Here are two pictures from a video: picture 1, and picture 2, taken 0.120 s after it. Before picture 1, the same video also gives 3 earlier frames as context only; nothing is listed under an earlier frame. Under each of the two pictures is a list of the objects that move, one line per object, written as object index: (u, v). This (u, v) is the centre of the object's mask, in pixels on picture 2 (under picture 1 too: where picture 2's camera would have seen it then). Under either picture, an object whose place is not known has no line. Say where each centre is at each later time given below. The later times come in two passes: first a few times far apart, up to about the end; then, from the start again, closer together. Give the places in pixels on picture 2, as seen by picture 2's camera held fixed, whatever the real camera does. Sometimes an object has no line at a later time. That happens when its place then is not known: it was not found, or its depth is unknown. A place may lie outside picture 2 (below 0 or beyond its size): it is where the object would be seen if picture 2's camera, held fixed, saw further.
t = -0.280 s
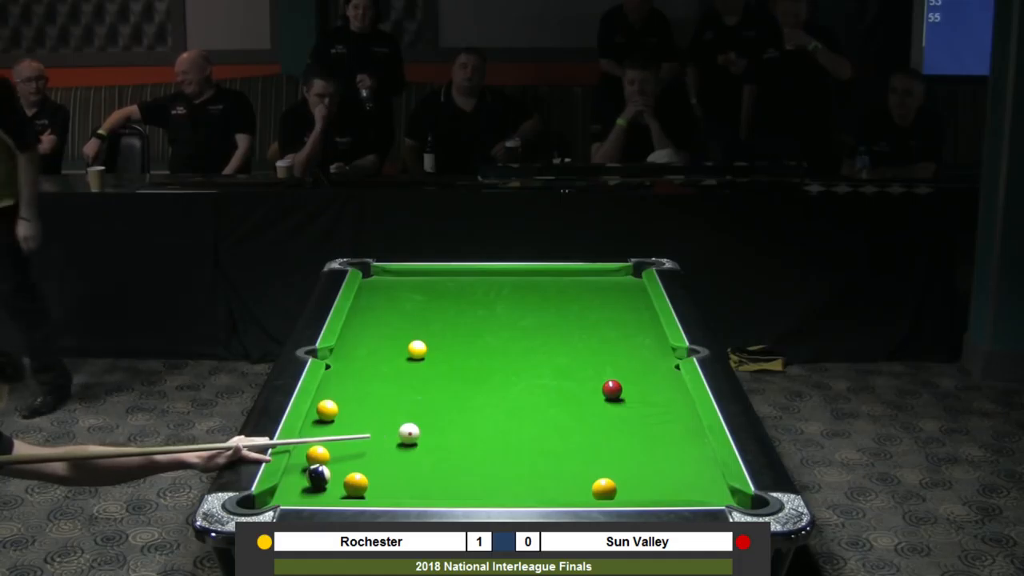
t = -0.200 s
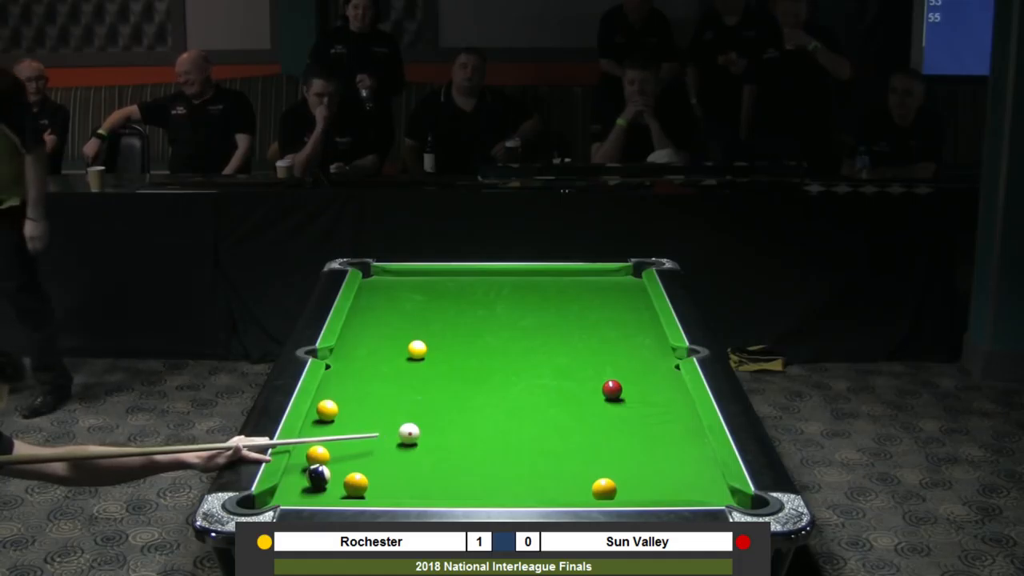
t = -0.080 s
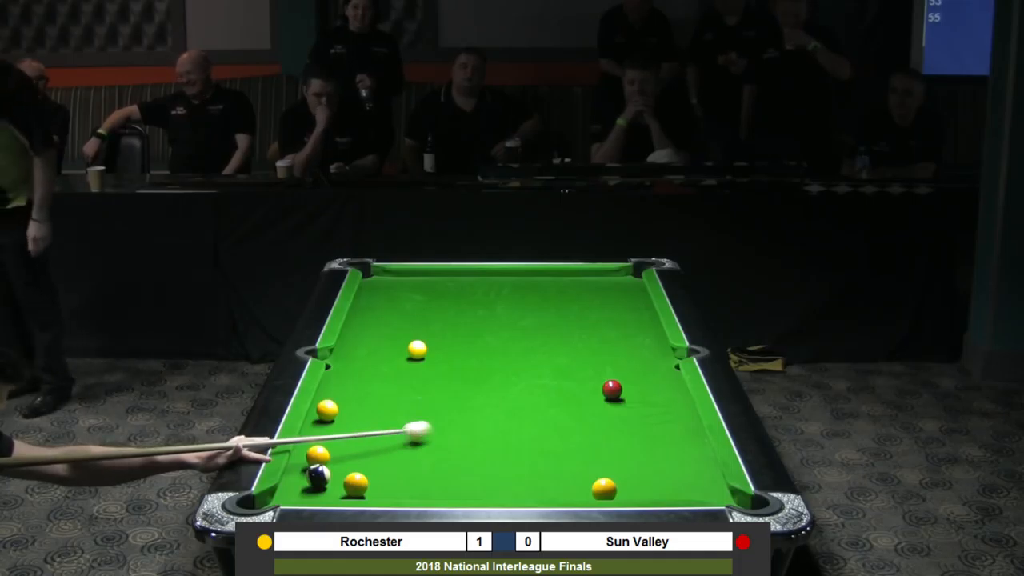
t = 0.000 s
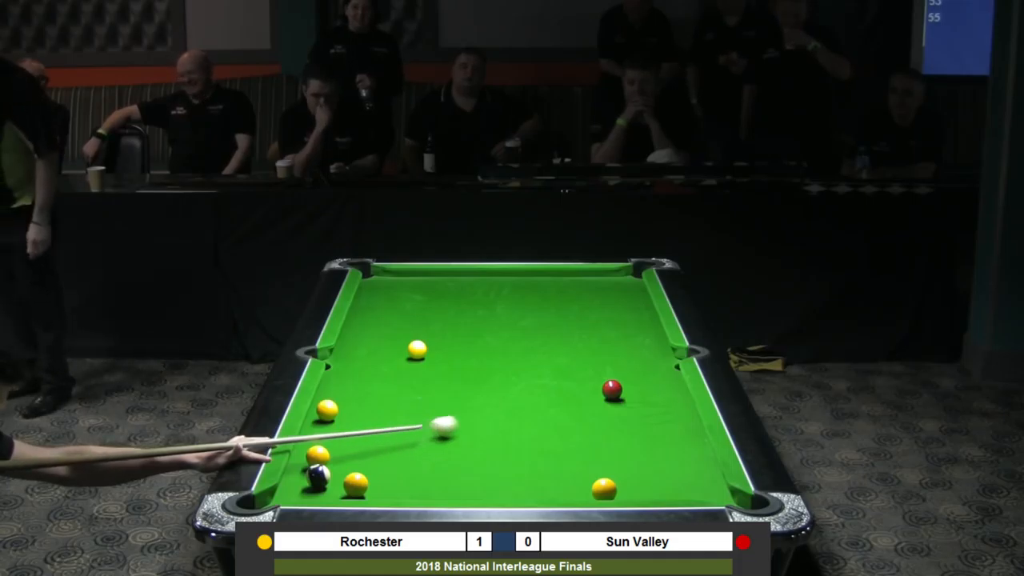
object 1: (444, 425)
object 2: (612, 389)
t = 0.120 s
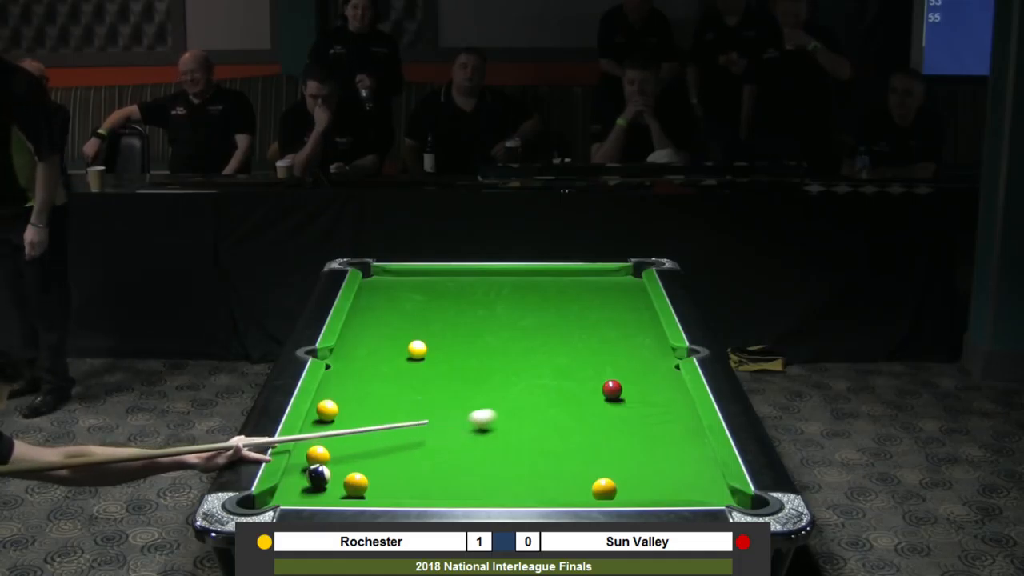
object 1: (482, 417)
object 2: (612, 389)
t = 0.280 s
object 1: (531, 409)
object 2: (612, 389)
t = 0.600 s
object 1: (610, 397)
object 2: (619, 384)
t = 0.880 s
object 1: (649, 400)
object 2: (640, 374)
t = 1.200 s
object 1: (680, 404)
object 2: (660, 363)
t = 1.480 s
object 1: (660, 406)
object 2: (676, 354)
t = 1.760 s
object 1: (644, 408)
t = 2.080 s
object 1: (629, 410)
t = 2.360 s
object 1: (620, 410)
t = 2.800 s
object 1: (607, 412)
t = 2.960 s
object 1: (609, 410)
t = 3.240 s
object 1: (609, 410)
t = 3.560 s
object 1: (610, 410)
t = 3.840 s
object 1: (610, 410)
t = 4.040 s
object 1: (612, 411)
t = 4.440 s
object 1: (609, 410)
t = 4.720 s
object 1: (610, 411)
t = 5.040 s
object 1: (610, 411)
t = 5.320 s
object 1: (610, 411)
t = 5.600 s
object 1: (609, 411)
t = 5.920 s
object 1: (609, 411)
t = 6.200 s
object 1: (609, 411)
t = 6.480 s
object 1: (609, 411)
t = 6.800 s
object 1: (609, 411)
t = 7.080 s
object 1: (609, 411)
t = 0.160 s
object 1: (495, 416)
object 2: (612, 389)
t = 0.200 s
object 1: (507, 413)
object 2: (612, 389)
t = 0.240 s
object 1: (519, 411)
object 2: (612, 389)
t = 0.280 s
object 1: (531, 409)
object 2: (612, 389)
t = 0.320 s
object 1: (543, 406)
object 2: (612, 389)
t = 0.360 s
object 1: (554, 404)
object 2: (612, 389)
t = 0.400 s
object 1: (565, 402)
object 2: (612, 389)
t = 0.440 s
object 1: (576, 400)
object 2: (612, 389)
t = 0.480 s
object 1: (587, 398)
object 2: (612, 389)
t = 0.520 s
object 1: (598, 397)
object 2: (614, 389)
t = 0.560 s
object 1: (605, 397)
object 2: (616, 386)
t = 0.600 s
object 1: (610, 397)
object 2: (619, 384)
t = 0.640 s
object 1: (615, 398)
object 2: (622, 382)
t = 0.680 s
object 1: (621, 398)
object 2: (625, 381)
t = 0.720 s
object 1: (627, 399)
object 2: (628, 380)
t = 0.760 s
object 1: (633, 399)
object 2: (631, 379)
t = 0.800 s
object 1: (638, 400)
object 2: (634, 377)
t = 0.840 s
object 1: (643, 400)
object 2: (637, 375)
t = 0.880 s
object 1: (649, 400)
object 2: (640, 374)
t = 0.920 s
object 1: (654, 401)
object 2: (642, 372)
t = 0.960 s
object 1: (659, 402)
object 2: (645, 371)
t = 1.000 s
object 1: (664, 402)
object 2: (648, 369)
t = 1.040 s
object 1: (669, 403)
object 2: (650, 368)
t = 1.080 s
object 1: (674, 403)
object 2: (653, 367)
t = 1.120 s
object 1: (680, 404)
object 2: (655, 365)
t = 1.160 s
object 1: (683, 404)
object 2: (658, 364)
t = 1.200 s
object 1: (680, 404)
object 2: (660, 363)
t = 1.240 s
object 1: (677, 404)
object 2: (663, 361)
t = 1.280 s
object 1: (674, 405)
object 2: (665, 360)
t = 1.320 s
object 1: (671, 405)
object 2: (667, 359)
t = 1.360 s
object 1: (668, 405)
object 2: (669, 358)
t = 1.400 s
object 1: (666, 405)
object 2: (671, 356)
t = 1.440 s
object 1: (663, 405)
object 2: (674, 355)
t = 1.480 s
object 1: (660, 406)
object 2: (676, 354)
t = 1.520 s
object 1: (658, 406)
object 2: (678, 353)
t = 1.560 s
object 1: (655, 406)
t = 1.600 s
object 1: (653, 407)
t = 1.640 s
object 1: (650, 407)
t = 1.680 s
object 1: (649, 407)
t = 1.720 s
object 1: (646, 407)
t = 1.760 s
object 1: (644, 408)
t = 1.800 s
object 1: (642, 408)
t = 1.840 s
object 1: (640, 408)
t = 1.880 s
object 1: (638, 409)
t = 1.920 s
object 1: (636, 409)
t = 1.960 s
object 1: (635, 409)
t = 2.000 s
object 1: (633, 409)
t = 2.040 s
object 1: (631, 409)
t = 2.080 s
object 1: (629, 410)
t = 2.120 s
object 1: (628, 410)
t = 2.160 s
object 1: (626, 410)
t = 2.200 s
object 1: (625, 410)
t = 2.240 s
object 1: (624, 410)
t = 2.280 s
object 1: (622, 410)
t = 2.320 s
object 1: (621, 410)
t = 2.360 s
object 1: (620, 410)
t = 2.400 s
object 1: (619, 410)
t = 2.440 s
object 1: (618, 411)
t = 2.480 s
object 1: (616, 410)
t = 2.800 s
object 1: (607, 412)
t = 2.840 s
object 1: (609, 410)
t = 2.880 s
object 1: (609, 410)
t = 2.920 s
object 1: (609, 410)
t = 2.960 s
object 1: (609, 410)
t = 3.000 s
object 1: (609, 410)
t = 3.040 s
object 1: (609, 410)
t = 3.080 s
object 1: (609, 410)
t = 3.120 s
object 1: (609, 410)
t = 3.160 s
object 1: (609, 410)
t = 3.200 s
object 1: (609, 410)
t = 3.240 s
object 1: (609, 410)
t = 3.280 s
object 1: (609, 410)
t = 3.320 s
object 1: (609, 410)
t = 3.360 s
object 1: (609, 410)
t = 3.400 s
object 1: (609, 410)
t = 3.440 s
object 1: (610, 410)
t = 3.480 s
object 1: (609, 410)
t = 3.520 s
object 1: (610, 410)
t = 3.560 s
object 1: (610, 410)
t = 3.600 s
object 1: (610, 410)
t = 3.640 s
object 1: (610, 410)
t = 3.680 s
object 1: (610, 410)
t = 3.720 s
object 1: (610, 410)
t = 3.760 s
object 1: (610, 410)
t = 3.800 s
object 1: (610, 410)
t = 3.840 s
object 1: (610, 410)
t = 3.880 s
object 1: (610, 410)
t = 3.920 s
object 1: (610, 410)
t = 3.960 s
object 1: (610, 411)
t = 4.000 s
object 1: (610, 410)
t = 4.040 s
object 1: (612, 411)
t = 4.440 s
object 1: (609, 410)
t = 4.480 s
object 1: (610, 410)
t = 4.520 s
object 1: (610, 411)
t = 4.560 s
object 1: (610, 411)
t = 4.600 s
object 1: (610, 411)
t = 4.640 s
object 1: (610, 411)
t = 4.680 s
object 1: (610, 411)
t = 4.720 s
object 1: (610, 411)
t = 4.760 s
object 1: (610, 411)
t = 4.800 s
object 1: (610, 411)
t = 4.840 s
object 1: (610, 411)
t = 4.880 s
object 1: (610, 411)
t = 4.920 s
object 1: (610, 411)
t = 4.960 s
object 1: (610, 411)
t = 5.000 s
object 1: (610, 411)
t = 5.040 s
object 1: (610, 411)
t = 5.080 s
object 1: (610, 411)
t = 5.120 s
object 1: (610, 411)
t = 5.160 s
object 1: (610, 411)
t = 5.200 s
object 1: (610, 411)
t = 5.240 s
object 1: (609, 411)
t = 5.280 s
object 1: (610, 411)
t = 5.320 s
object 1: (610, 411)
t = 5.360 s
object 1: (609, 411)
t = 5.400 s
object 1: (609, 411)
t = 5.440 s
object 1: (609, 411)
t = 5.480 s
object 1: (609, 411)
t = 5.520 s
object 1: (609, 411)
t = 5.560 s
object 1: (609, 411)
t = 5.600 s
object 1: (609, 411)
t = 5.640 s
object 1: (609, 411)
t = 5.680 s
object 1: (609, 411)
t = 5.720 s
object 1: (609, 411)
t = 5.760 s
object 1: (609, 411)
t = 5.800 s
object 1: (609, 411)
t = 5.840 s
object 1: (609, 411)
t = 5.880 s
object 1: (609, 411)
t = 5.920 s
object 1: (609, 411)
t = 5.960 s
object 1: (609, 411)
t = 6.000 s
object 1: (609, 411)
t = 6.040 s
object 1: (609, 411)
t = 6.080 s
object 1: (609, 411)
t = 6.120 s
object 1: (609, 411)
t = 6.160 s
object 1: (609, 411)
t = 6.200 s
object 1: (609, 411)
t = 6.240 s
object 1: (609, 411)
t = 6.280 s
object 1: (609, 411)
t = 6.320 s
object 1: (609, 411)
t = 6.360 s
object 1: (609, 411)
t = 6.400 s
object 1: (609, 411)
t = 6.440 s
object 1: (609, 411)
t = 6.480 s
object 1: (609, 411)
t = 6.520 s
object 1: (609, 411)
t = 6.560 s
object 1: (609, 411)
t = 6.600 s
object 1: (609, 411)
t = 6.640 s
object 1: (609, 411)
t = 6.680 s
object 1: (609, 411)
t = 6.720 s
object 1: (609, 411)
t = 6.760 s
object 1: (609, 411)
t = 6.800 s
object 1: (609, 411)
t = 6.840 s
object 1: (609, 411)
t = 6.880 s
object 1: (609, 411)
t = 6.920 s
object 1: (609, 411)
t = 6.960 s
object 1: (609, 411)
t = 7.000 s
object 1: (609, 411)
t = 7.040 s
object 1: (609, 411)
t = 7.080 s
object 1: (609, 411)
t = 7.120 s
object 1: (609, 411)
